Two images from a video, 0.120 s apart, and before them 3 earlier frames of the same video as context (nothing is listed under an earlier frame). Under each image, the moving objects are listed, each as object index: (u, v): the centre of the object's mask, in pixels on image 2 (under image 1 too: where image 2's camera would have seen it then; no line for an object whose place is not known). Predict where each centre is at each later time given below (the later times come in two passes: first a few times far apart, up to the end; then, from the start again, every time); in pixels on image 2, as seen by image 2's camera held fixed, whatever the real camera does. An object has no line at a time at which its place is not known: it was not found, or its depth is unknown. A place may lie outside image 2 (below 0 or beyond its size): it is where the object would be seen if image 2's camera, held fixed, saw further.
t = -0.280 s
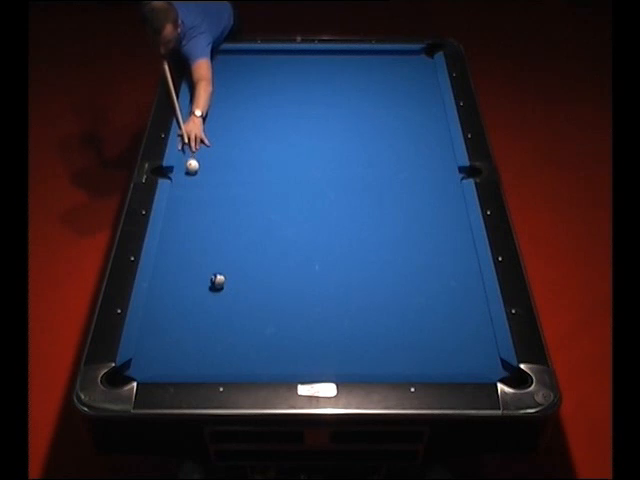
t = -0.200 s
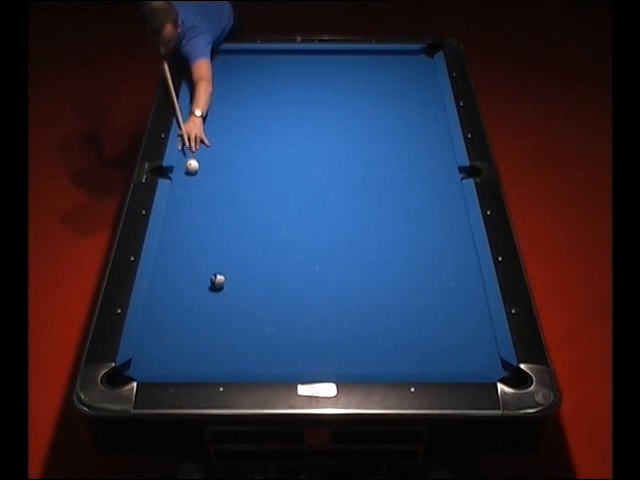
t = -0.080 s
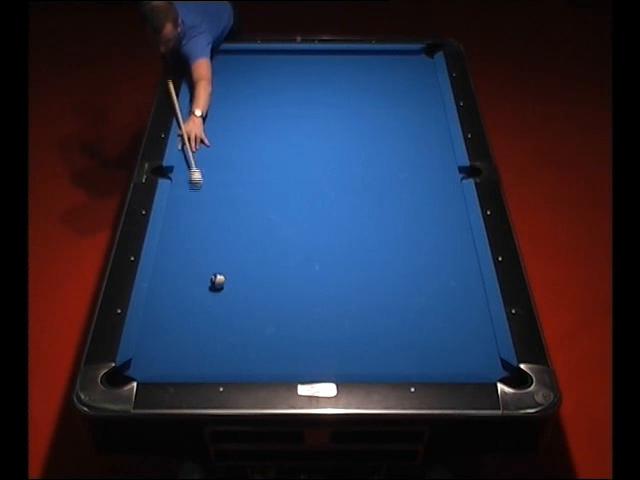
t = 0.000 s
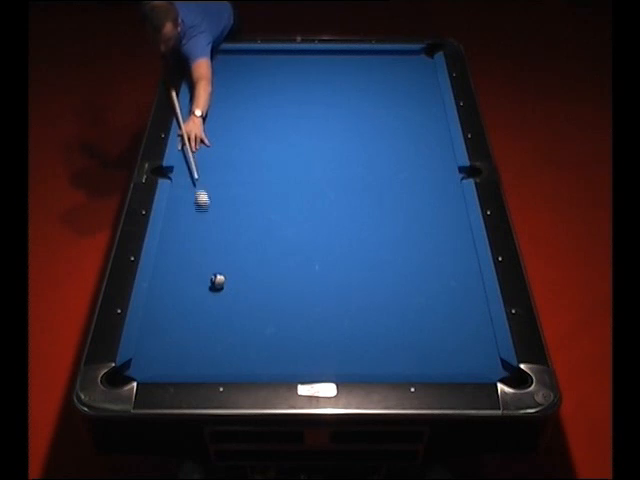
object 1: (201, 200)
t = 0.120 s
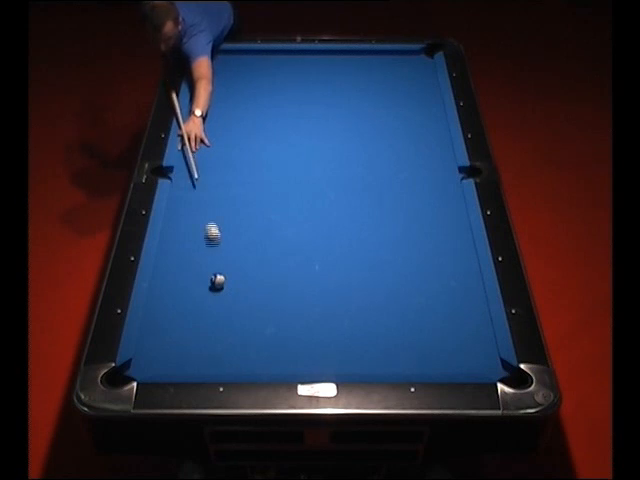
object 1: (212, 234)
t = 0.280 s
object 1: (233, 276)
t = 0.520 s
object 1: (296, 309)
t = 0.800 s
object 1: (372, 355)
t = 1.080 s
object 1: (436, 354)
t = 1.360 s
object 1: (485, 330)
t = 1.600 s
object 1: (456, 308)
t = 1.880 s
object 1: (427, 285)
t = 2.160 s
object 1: (400, 264)
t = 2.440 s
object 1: (376, 245)
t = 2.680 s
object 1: (357, 230)
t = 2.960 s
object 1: (337, 215)
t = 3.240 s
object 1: (318, 200)
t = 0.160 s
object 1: (215, 246)
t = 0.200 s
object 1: (219, 258)
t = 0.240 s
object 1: (224, 269)
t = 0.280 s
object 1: (233, 276)
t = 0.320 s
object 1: (244, 280)
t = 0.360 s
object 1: (255, 285)
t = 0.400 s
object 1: (265, 290)
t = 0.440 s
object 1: (275, 296)
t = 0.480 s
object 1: (285, 302)
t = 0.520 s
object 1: (296, 309)
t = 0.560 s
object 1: (306, 315)
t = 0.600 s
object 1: (317, 322)
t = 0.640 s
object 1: (328, 328)
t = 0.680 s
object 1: (339, 335)
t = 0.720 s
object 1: (350, 342)
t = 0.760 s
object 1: (361, 349)
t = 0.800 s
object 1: (372, 355)
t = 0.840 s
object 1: (383, 361)
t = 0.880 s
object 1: (395, 365)
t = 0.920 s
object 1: (405, 365)
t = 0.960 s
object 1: (413, 363)
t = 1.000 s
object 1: (421, 360)
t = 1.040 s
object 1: (428, 357)
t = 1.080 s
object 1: (436, 354)
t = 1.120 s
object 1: (443, 350)
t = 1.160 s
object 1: (451, 347)
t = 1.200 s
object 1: (458, 343)
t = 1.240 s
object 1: (466, 340)
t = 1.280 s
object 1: (473, 337)
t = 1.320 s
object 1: (480, 333)
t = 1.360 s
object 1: (485, 330)
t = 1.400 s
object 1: (480, 326)
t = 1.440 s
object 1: (475, 323)
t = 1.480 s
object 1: (470, 318)
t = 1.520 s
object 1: (466, 315)
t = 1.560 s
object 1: (461, 311)
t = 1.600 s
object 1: (456, 308)
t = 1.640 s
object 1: (452, 304)
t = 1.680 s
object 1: (448, 301)
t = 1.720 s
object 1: (444, 298)
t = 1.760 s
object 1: (439, 294)
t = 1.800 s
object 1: (435, 291)
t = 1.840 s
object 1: (431, 288)
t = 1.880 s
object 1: (427, 285)
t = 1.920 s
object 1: (423, 282)
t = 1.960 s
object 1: (419, 279)
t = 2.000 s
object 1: (415, 276)
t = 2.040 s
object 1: (411, 273)
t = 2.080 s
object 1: (408, 269)
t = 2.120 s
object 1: (404, 267)
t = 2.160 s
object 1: (400, 264)
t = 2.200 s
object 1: (397, 261)
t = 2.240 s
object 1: (393, 258)
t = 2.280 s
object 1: (389, 256)
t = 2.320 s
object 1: (386, 253)
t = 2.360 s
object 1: (383, 250)
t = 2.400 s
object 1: (379, 248)
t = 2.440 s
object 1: (376, 245)
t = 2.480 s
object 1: (373, 243)
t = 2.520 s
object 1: (370, 240)
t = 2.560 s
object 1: (367, 238)
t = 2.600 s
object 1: (363, 235)
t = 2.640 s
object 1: (360, 233)
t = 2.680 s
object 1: (357, 230)
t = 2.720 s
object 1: (354, 228)
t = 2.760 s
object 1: (351, 225)
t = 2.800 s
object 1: (348, 223)
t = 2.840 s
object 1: (345, 221)
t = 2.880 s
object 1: (342, 219)
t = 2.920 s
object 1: (339, 216)
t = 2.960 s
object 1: (337, 215)
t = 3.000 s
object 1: (334, 212)
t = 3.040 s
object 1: (331, 210)
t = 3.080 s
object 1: (328, 208)
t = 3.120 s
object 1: (326, 206)
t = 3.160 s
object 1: (323, 204)
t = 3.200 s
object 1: (320, 202)
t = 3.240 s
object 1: (318, 200)
